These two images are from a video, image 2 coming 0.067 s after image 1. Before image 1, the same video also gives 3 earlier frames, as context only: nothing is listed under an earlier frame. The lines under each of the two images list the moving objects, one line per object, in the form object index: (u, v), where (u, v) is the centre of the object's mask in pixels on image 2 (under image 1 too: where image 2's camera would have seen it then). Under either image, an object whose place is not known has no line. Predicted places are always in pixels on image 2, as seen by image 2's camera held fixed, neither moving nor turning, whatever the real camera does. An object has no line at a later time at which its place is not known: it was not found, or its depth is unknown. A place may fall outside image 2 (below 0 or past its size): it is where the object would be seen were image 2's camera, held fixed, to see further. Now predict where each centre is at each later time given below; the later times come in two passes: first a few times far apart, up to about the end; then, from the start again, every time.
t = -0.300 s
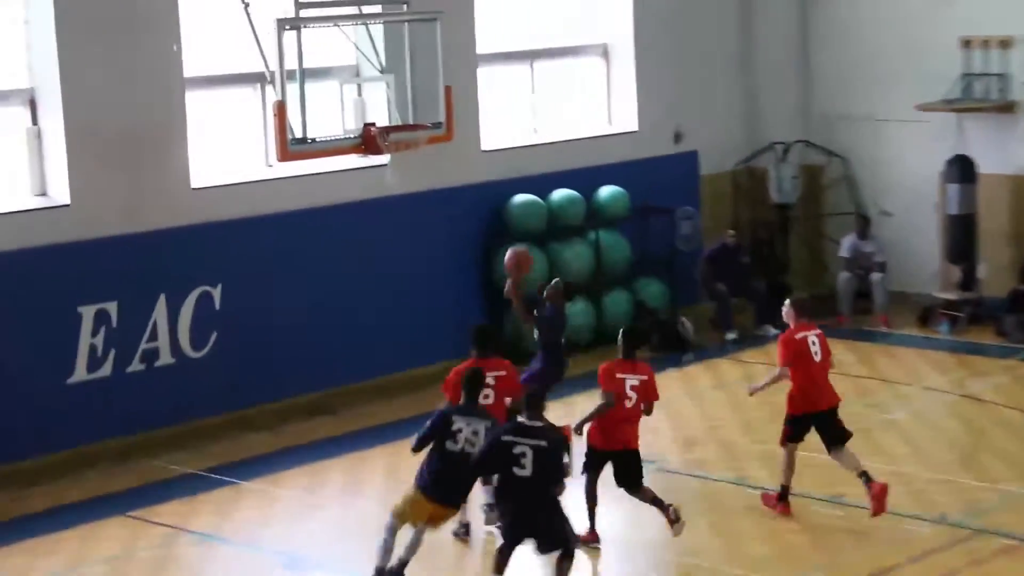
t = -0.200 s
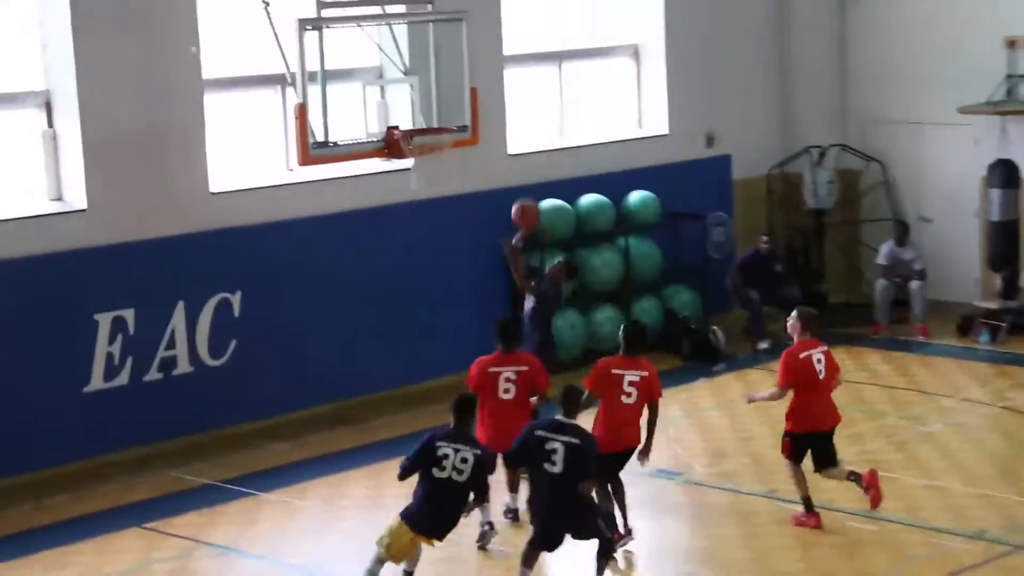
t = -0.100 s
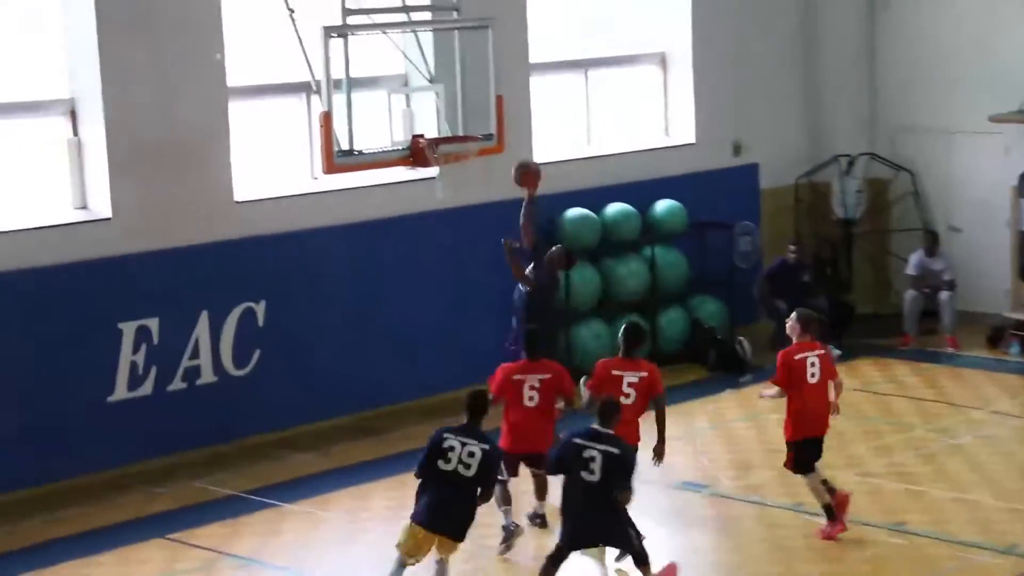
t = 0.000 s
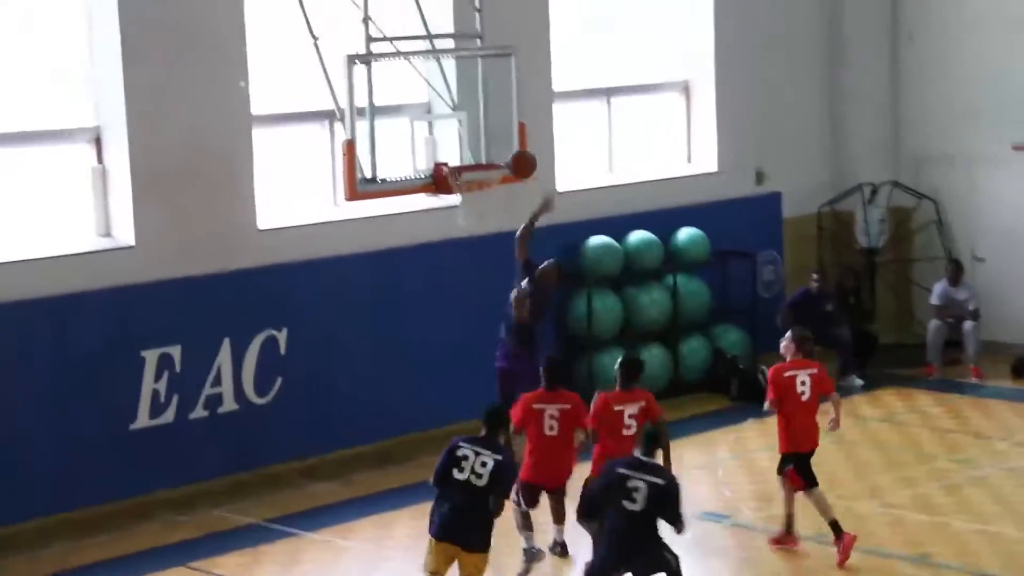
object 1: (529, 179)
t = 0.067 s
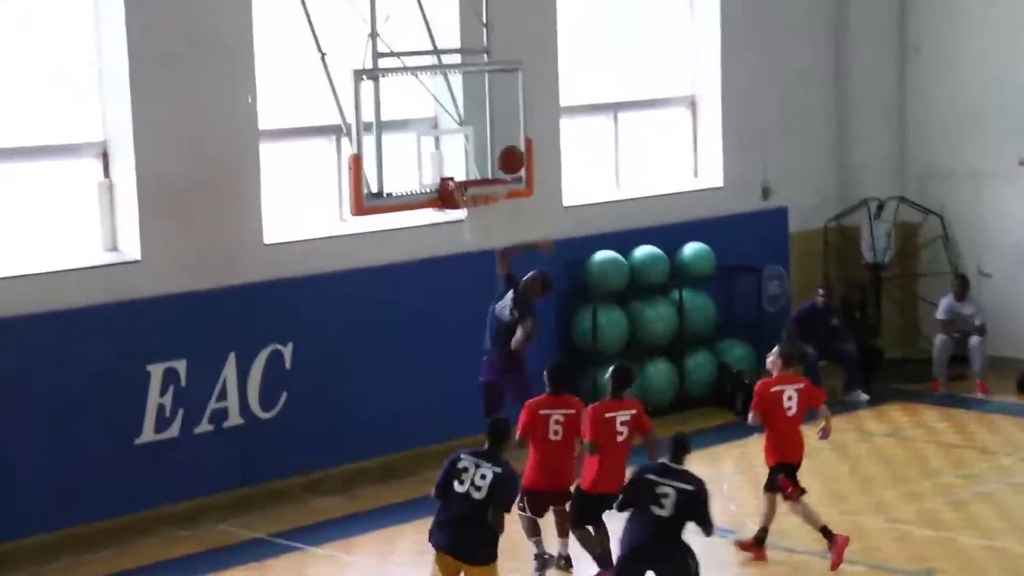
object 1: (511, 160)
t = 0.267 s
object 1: (499, 147)
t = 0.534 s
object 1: (496, 158)
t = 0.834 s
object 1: (486, 223)
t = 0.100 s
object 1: (502, 153)
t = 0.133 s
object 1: (497, 148)
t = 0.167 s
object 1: (498, 146)
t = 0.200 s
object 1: (498, 145)
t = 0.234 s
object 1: (499, 145)
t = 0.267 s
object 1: (499, 147)
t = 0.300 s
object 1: (500, 150)
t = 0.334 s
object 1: (501, 155)
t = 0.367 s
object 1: (502, 161)
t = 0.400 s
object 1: (502, 163)
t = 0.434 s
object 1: (500, 160)
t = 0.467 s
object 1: (499, 158)
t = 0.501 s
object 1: (497, 157)
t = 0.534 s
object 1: (496, 158)
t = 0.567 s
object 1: (495, 160)
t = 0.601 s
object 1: (494, 163)
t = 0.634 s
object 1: (492, 167)
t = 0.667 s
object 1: (491, 173)
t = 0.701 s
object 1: (490, 181)
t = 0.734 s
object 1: (491, 190)
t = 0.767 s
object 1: (488, 202)
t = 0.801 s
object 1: (487, 213)
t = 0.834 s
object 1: (486, 223)
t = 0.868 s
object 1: (487, 238)
